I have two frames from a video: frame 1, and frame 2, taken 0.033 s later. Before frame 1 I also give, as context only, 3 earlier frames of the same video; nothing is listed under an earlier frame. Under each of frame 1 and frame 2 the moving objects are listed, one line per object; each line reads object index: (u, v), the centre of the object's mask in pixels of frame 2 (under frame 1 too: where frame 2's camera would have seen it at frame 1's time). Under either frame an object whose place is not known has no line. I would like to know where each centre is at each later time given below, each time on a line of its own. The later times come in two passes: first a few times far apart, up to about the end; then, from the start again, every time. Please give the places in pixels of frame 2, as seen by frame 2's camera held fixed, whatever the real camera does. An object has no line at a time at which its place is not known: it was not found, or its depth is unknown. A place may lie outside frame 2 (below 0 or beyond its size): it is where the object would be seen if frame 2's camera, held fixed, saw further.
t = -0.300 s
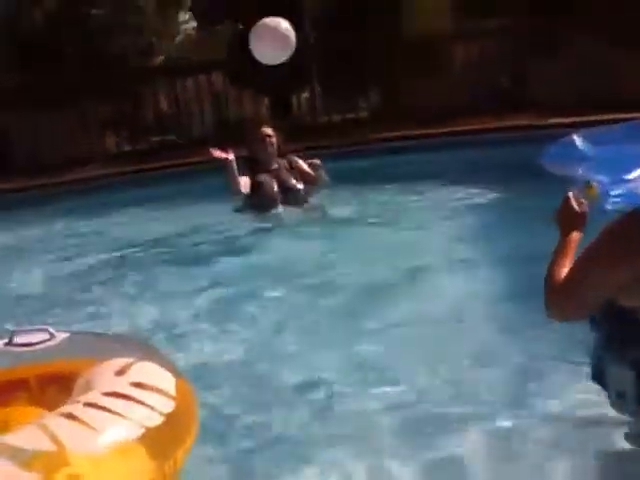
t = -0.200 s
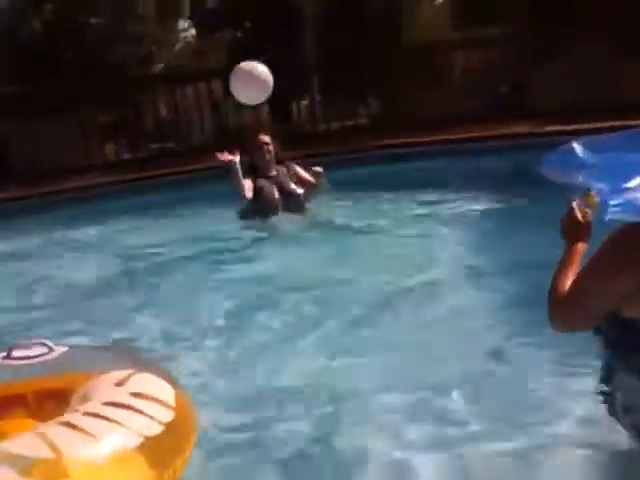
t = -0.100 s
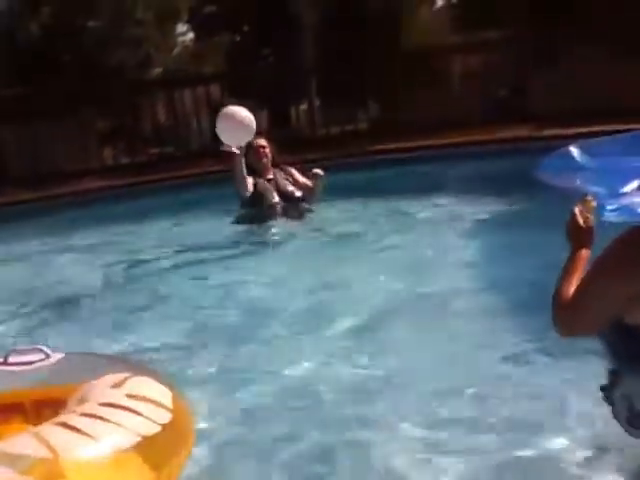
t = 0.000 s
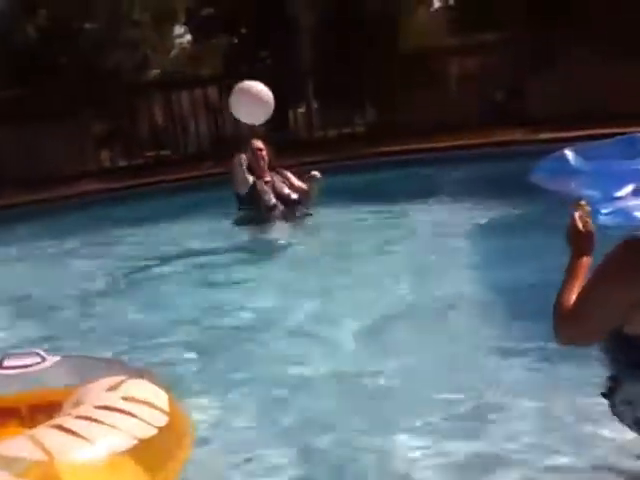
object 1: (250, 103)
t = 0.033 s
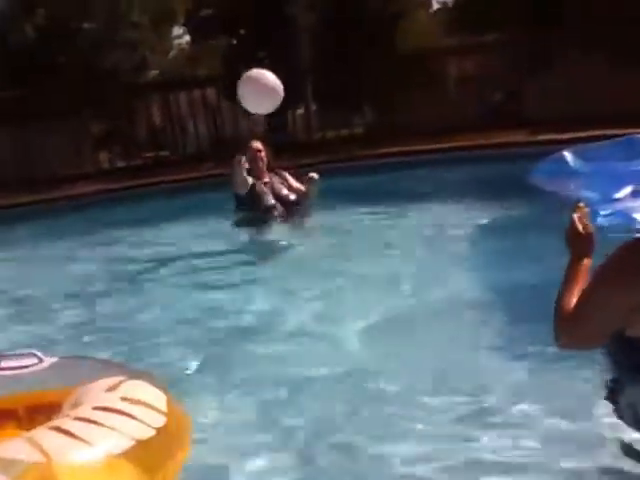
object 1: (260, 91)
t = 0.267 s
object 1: (360, 46)
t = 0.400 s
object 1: (445, 76)
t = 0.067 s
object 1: (270, 80)
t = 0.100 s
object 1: (283, 70)
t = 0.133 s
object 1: (295, 62)
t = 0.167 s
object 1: (309, 55)
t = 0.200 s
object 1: (324, 50)
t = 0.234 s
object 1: (341, 46)
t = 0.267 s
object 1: (360, 46)
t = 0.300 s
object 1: (379, 49)
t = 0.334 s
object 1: (400, 54)
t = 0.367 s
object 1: (422, 62)
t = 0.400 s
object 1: (445, 76)
